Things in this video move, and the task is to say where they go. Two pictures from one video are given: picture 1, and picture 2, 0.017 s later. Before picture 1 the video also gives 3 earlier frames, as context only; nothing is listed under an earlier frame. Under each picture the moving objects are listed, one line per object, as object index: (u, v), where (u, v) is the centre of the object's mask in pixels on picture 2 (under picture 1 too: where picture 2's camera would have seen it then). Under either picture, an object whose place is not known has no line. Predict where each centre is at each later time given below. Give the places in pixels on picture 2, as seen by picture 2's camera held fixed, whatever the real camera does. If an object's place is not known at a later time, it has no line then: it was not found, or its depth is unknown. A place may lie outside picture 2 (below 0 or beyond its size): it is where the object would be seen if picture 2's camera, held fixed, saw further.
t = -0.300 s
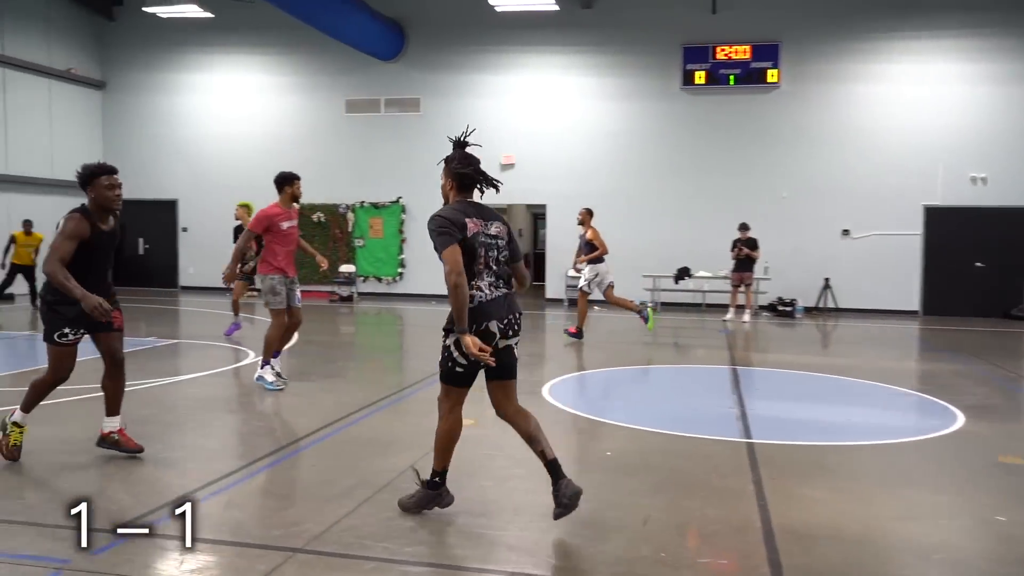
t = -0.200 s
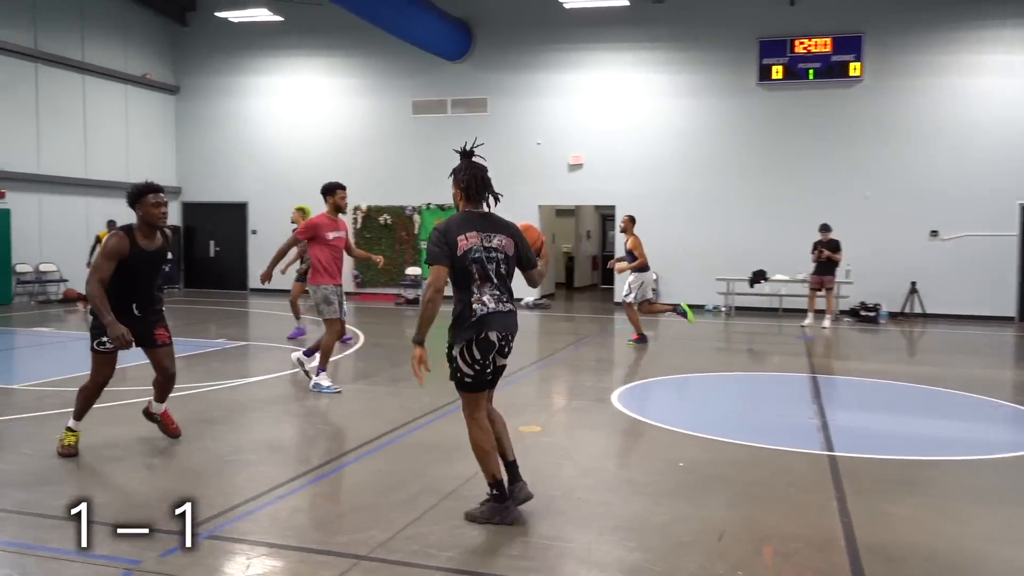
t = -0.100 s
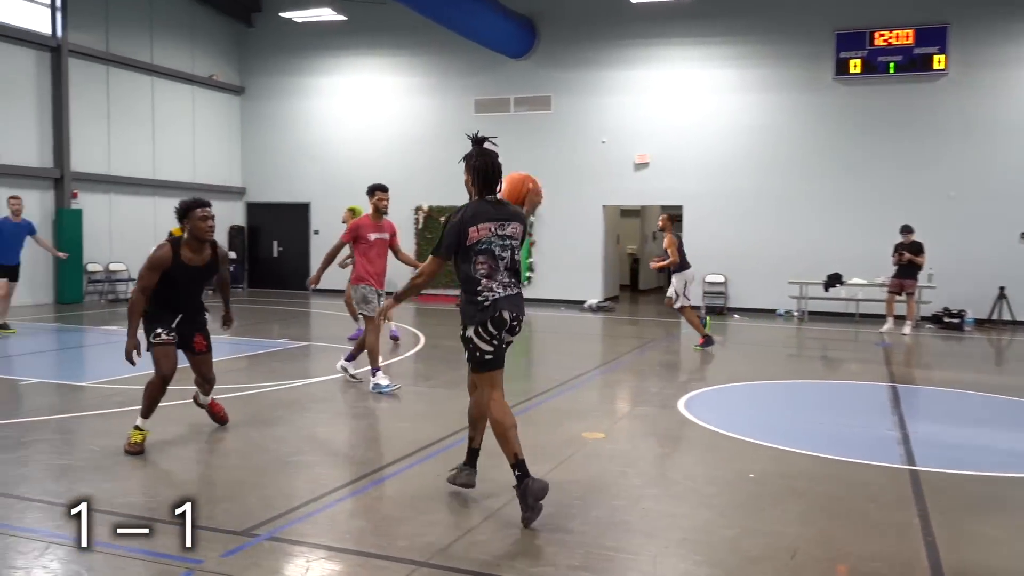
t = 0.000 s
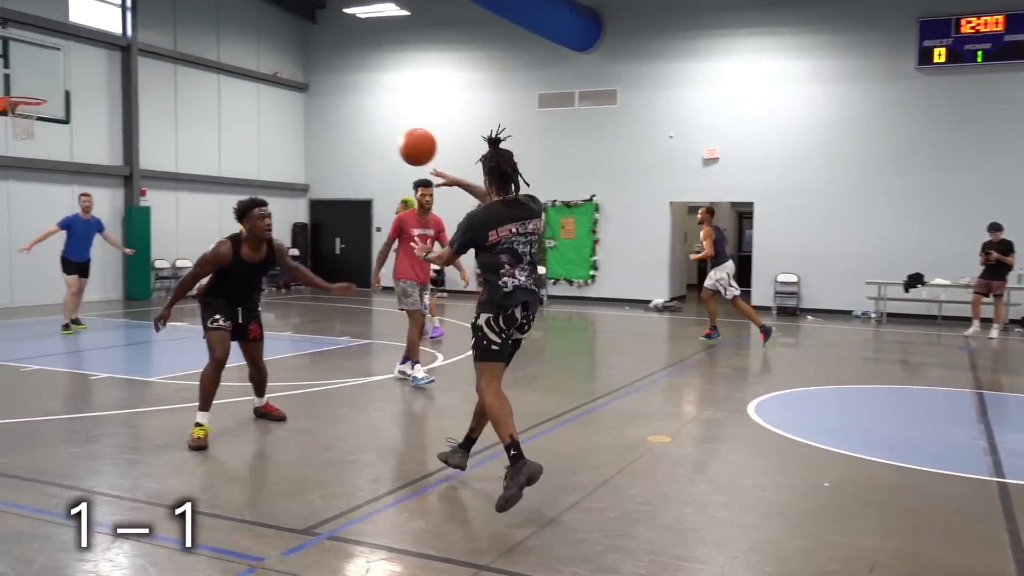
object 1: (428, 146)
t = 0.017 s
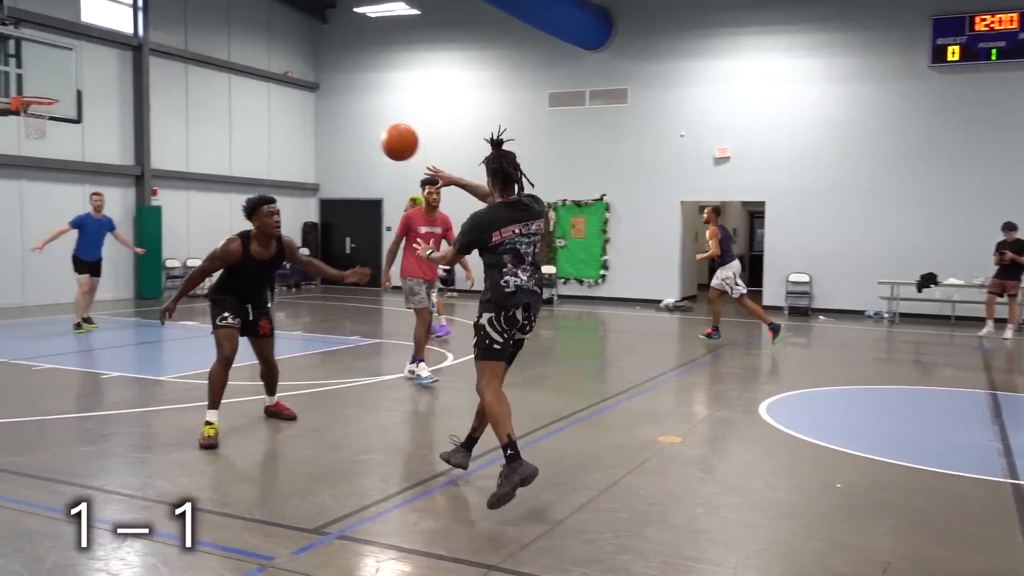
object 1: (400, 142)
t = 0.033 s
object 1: (373, 138)
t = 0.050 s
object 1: (346, 135)
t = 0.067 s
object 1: (321, 132)
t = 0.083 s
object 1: (297, 130)
